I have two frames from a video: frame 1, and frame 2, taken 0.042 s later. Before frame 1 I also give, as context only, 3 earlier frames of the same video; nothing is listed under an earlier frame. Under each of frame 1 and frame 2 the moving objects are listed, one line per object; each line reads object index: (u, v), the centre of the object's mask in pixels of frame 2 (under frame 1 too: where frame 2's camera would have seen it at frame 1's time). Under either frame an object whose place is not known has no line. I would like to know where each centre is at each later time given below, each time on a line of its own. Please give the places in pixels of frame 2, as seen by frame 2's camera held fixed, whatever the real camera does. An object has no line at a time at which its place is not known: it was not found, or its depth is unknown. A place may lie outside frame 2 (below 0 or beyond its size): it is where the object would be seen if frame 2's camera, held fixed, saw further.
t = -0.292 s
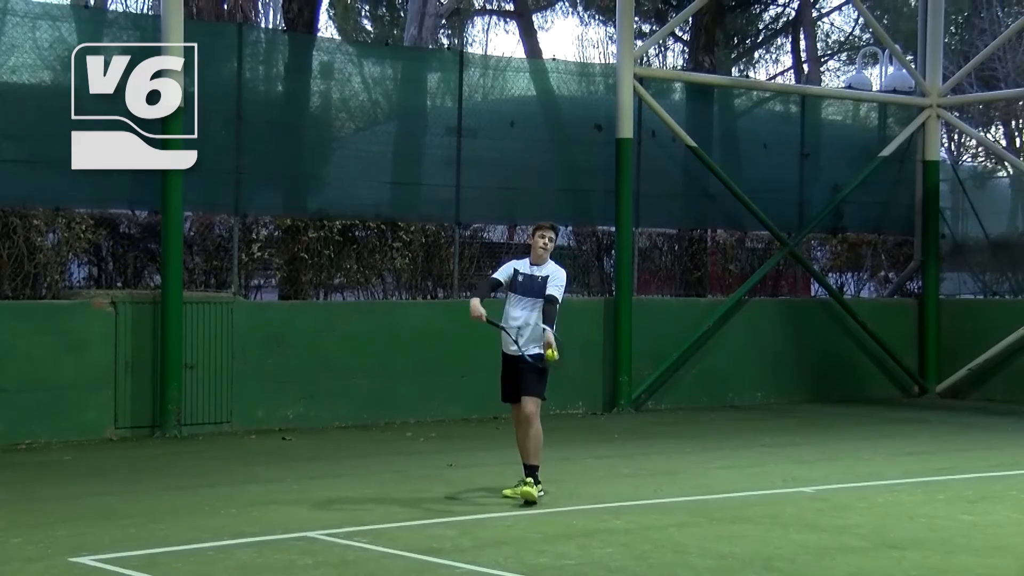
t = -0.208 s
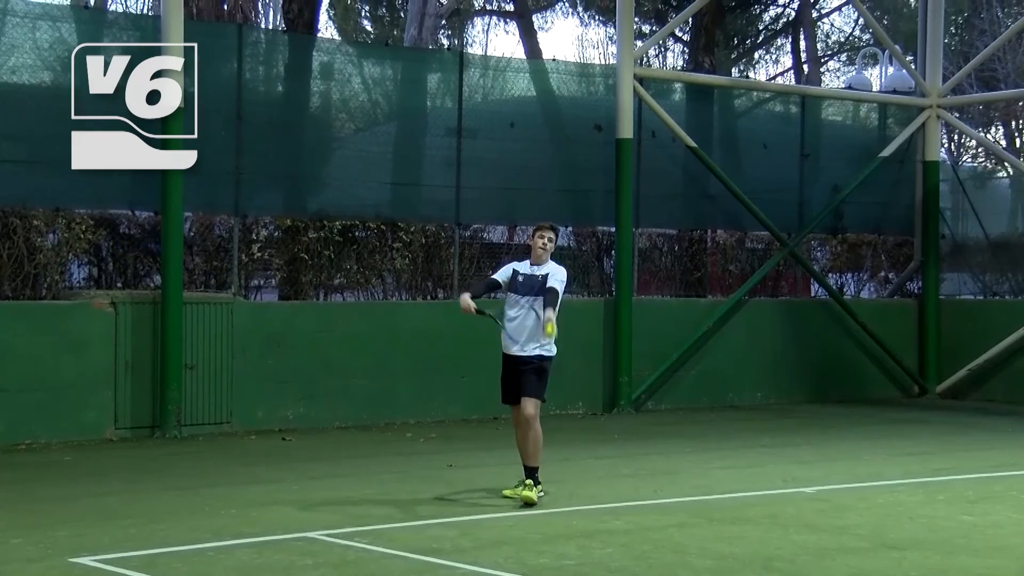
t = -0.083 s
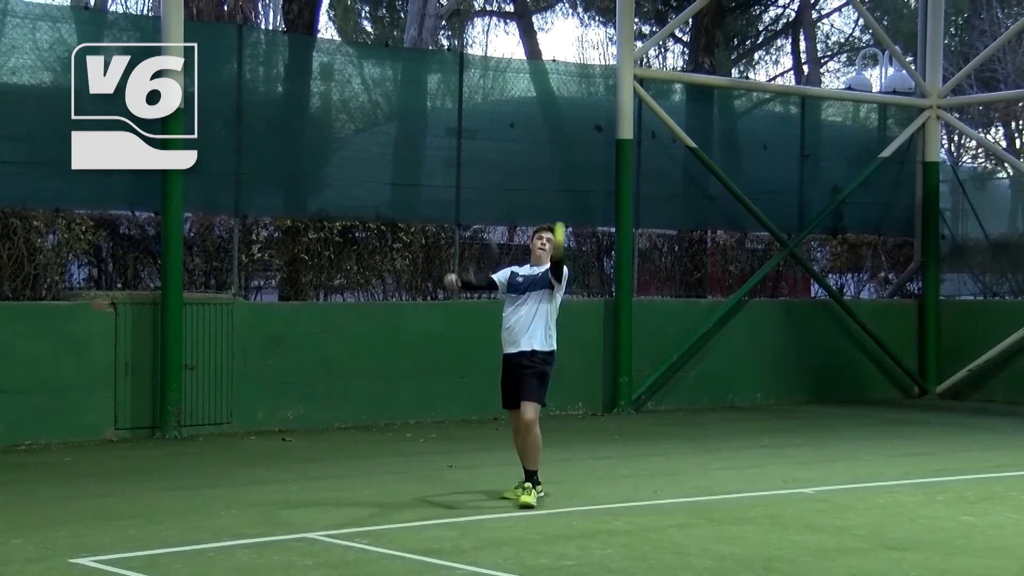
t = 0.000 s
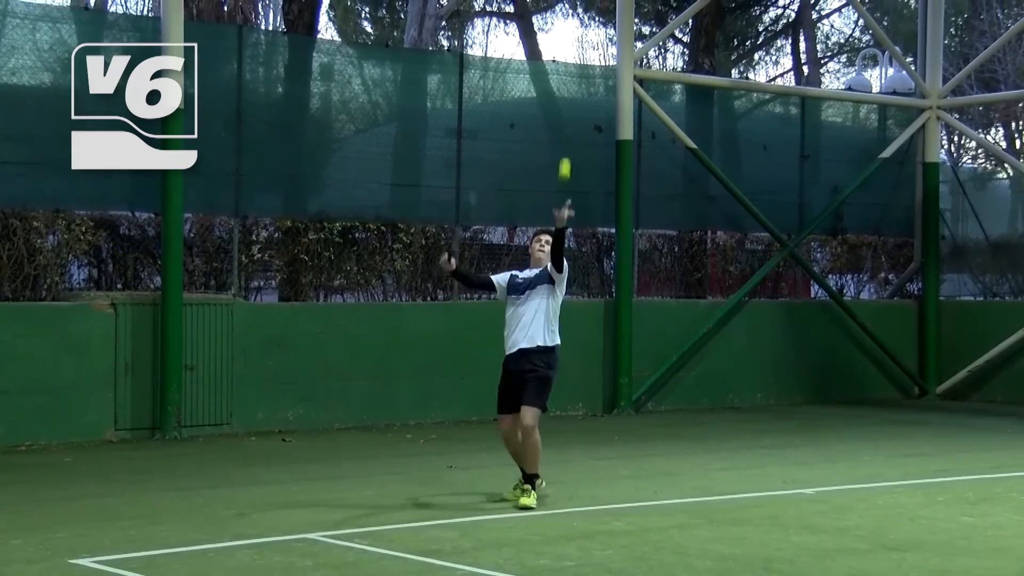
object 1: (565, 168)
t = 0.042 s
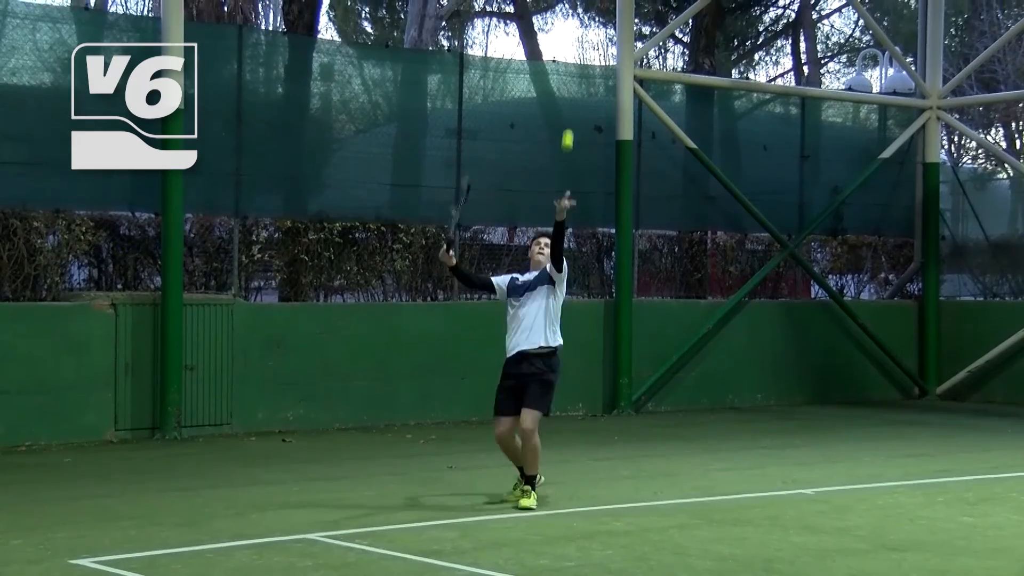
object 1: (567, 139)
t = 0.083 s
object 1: (570, 112)
